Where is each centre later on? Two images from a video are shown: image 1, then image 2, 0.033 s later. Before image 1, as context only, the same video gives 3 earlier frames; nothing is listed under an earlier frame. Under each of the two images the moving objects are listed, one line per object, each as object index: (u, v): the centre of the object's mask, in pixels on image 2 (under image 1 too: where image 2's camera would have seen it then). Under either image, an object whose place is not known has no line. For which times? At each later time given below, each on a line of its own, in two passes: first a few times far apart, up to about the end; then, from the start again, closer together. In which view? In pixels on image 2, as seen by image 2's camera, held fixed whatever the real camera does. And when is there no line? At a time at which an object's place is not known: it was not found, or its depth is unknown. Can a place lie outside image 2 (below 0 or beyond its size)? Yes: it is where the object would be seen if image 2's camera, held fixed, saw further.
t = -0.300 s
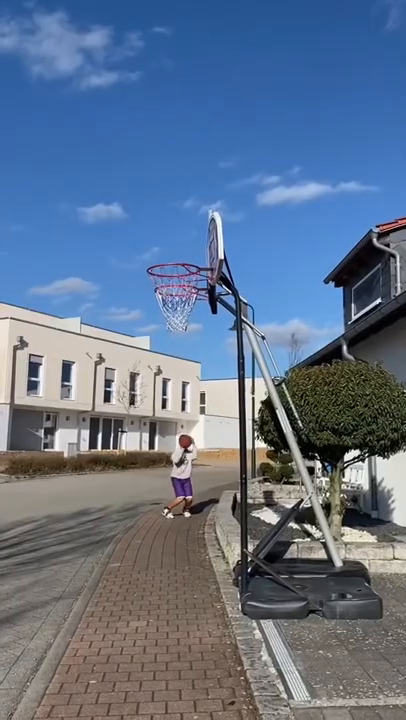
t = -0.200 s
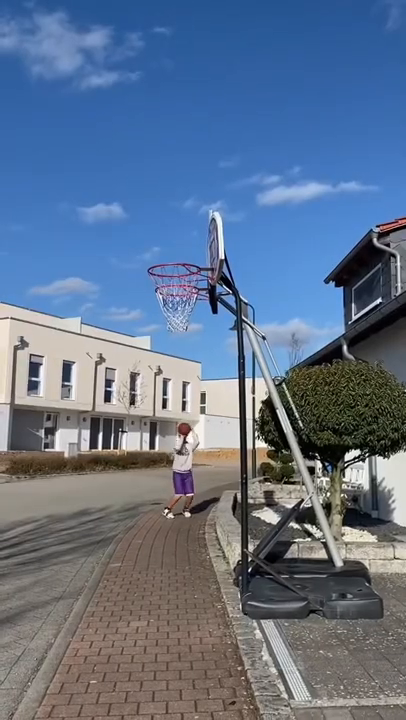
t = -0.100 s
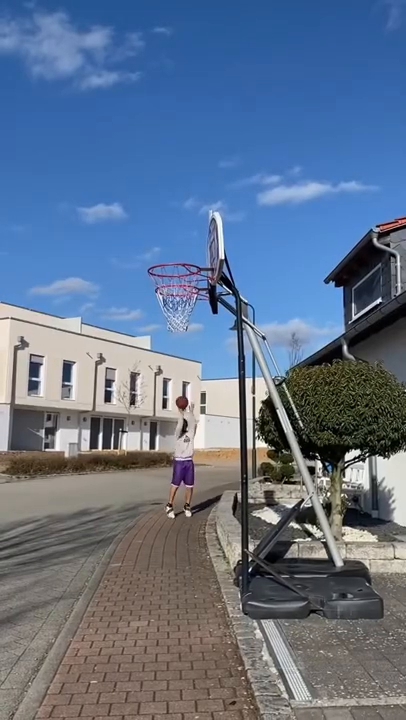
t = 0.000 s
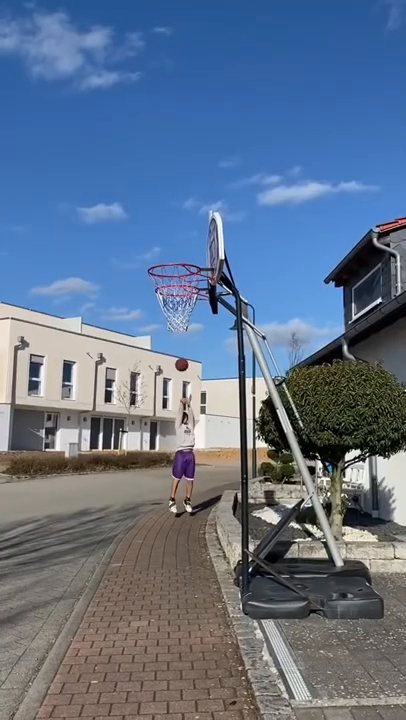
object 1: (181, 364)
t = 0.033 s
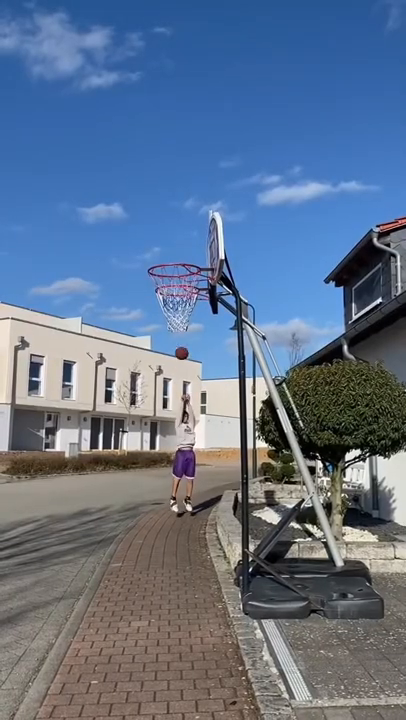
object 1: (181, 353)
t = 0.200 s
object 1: (182, 302)
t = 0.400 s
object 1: (180, 251)
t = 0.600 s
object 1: (180, 220)
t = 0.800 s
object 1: (180, 211)
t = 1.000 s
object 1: (180, 230)
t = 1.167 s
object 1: (180, 273)
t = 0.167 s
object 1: (181, 309)
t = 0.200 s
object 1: (182, 302)
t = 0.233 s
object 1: (182, 290)
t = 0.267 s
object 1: (181, 282)
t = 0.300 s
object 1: (181, 273)
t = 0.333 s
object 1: (181, 266)
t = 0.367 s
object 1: (180, 258)
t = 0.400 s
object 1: (180, 251)
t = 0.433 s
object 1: (180, 245)
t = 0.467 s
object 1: (180, 239)
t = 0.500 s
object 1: (180, 233)
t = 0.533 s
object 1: (180, 228)
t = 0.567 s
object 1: (180, 224)
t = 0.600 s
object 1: (180, 220)
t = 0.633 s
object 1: (180, 217)
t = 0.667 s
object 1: (180, 214)
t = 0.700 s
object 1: (180, 212)
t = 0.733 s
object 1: (180, 211)
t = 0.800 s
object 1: (180, 211)
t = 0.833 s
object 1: (180, 212)
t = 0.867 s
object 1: (180, 214)
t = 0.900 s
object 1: (180, 216)
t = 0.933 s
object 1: (180, 220)
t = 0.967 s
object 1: (180, 224)
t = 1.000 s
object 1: (180, 230)
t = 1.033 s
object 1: (180, 236)
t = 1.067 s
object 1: (180, 244)
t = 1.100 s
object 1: (180, 252)
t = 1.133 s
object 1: (180, 262)
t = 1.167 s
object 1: (180, 273)
